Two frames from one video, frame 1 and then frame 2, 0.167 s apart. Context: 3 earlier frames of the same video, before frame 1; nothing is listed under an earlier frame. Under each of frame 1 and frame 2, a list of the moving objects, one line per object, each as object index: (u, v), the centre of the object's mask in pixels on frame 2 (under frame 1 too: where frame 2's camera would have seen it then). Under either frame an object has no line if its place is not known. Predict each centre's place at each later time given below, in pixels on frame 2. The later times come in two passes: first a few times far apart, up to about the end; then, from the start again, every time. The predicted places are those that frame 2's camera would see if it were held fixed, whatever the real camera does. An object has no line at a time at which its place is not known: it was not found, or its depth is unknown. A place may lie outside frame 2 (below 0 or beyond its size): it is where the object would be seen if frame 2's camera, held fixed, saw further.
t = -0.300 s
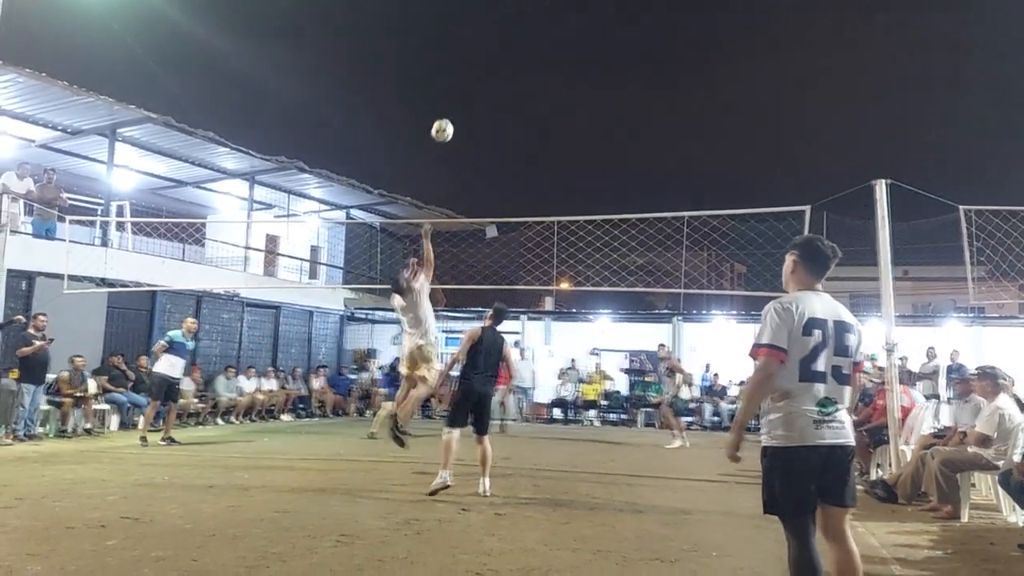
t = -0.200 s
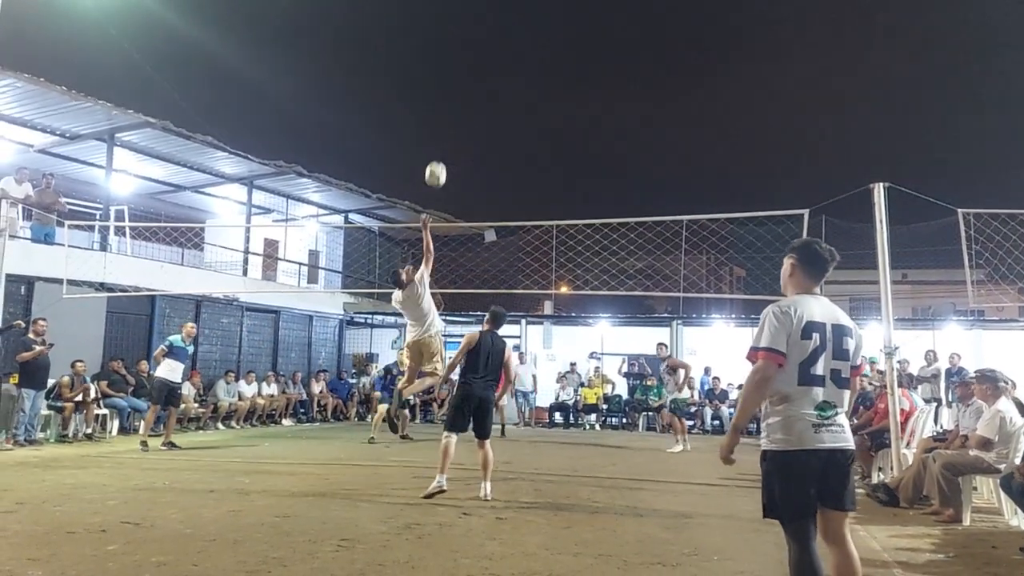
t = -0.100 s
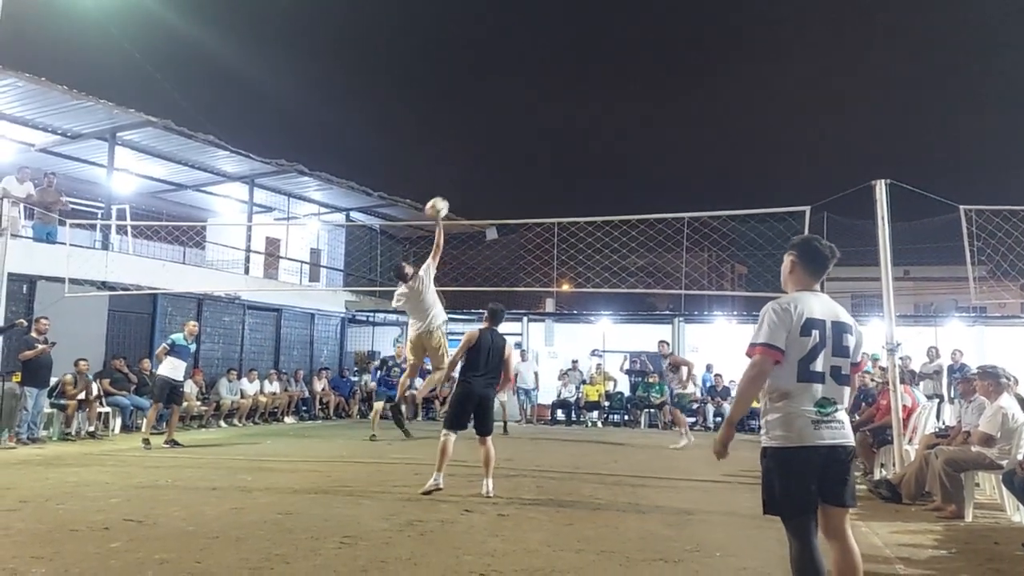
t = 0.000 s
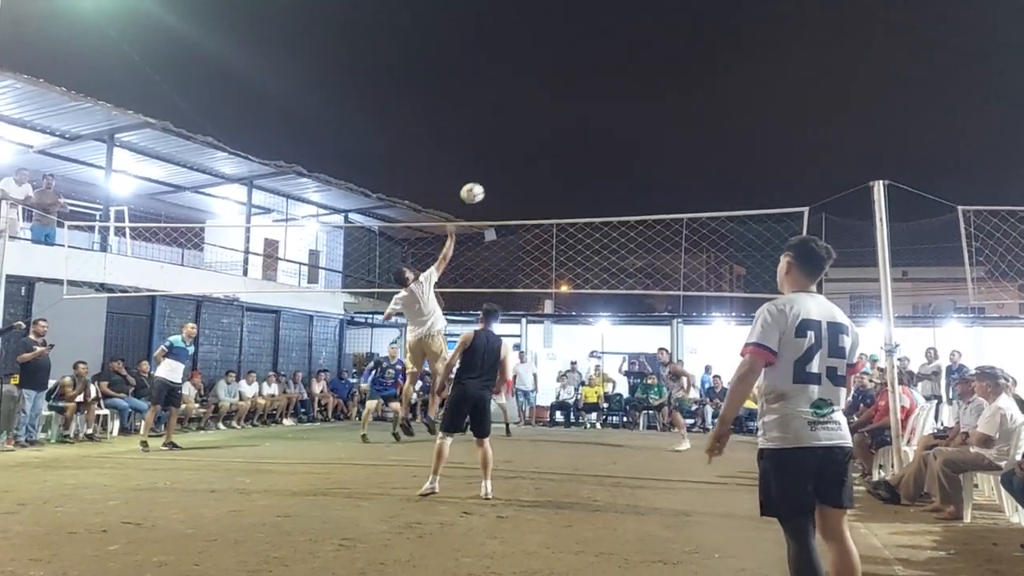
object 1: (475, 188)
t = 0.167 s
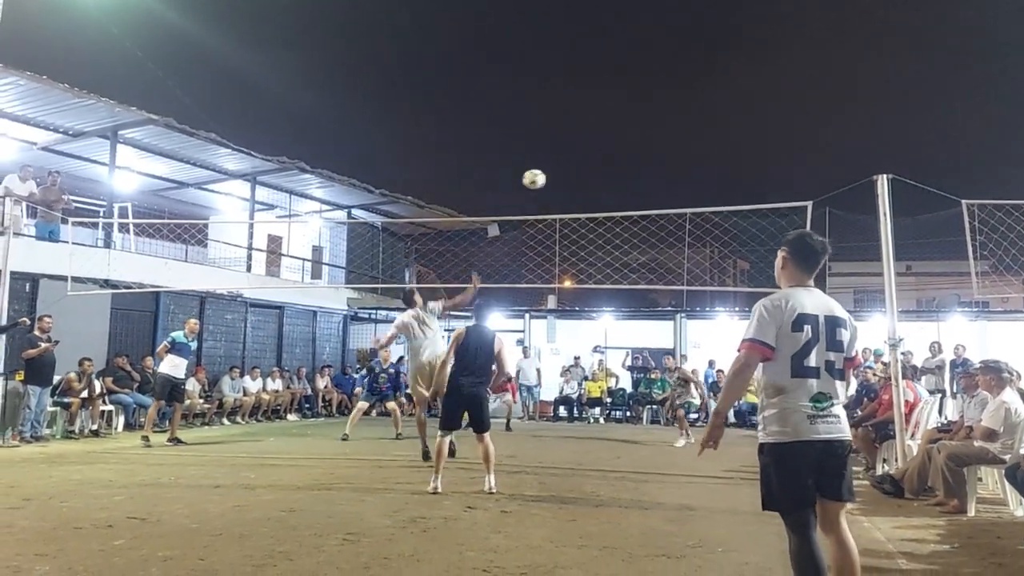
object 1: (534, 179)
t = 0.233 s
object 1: (556, 182)
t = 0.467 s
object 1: (631, 219)
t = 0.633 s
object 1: (681, 270)
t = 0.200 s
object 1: (545, 180)
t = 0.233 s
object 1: (556, 182)
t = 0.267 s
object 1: (568, 185)
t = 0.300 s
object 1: (578, 189)
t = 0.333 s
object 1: (589, 193)
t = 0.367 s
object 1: (599, 198)
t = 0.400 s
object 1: (610, 204)
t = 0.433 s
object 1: (620, 211)
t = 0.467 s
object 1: (631, 219)
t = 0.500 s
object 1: (641, 228)
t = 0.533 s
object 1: (652, 238)
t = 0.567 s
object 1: (662, 247)
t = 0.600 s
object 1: (672, 258)
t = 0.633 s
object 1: (681, 270)
